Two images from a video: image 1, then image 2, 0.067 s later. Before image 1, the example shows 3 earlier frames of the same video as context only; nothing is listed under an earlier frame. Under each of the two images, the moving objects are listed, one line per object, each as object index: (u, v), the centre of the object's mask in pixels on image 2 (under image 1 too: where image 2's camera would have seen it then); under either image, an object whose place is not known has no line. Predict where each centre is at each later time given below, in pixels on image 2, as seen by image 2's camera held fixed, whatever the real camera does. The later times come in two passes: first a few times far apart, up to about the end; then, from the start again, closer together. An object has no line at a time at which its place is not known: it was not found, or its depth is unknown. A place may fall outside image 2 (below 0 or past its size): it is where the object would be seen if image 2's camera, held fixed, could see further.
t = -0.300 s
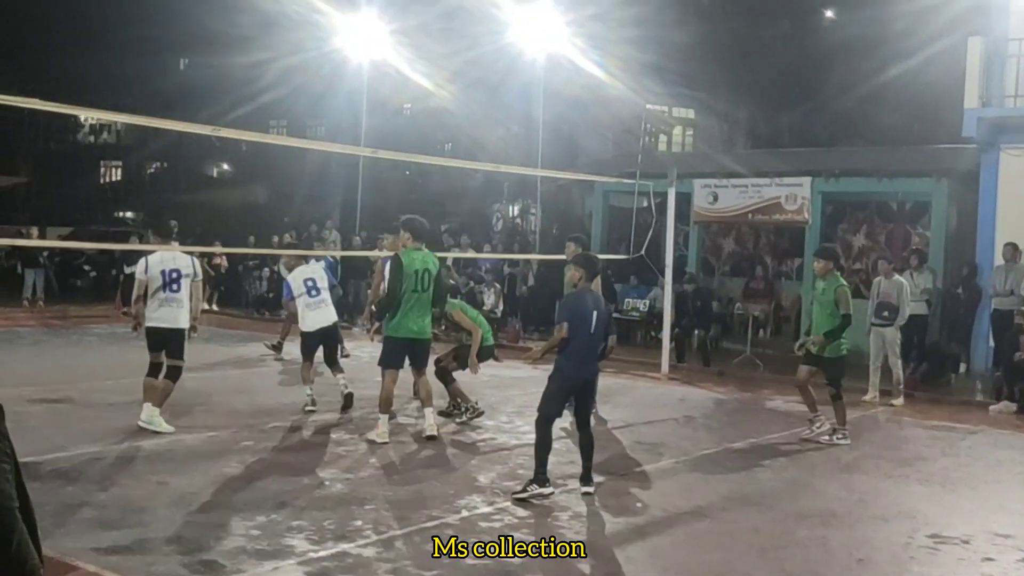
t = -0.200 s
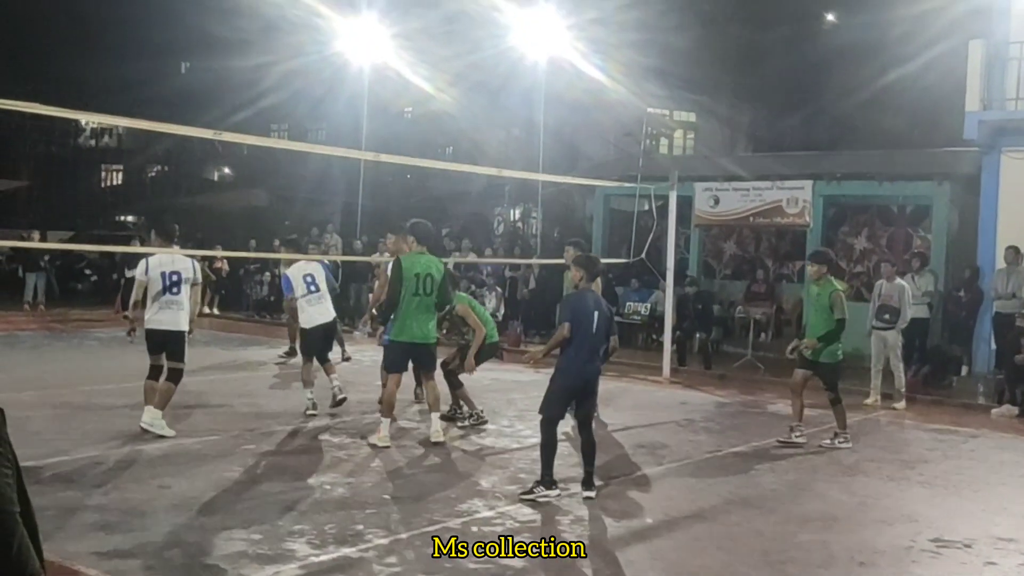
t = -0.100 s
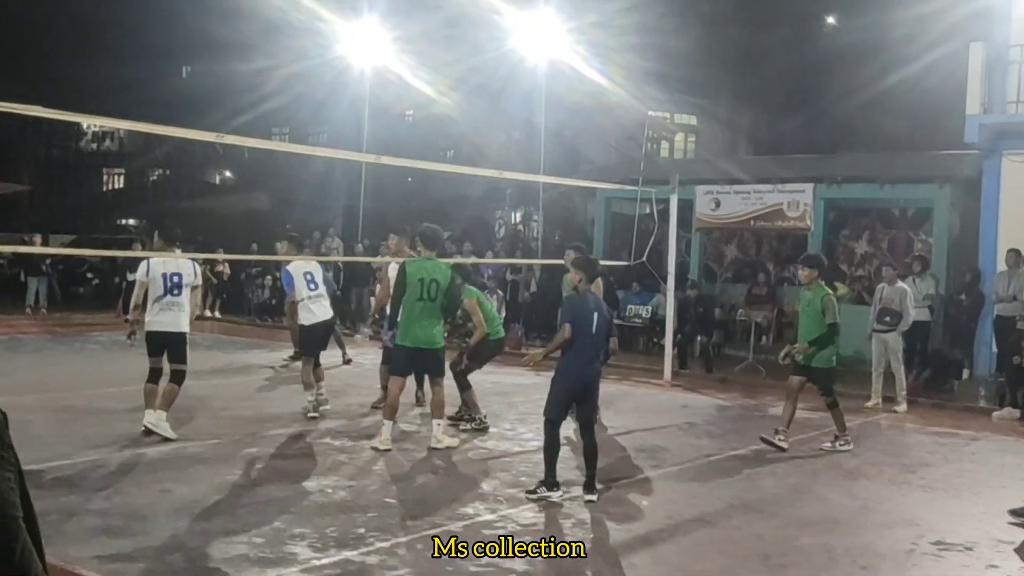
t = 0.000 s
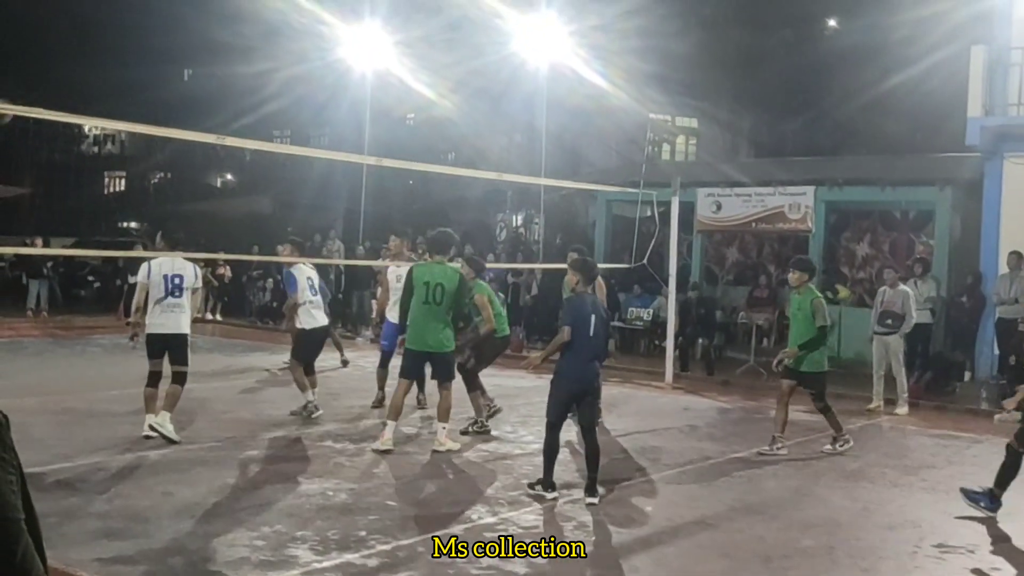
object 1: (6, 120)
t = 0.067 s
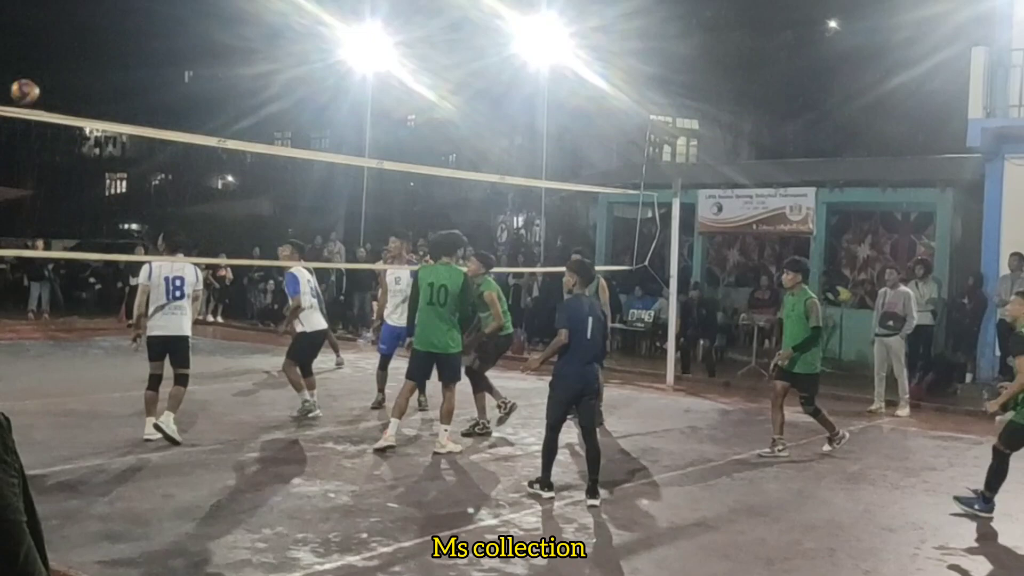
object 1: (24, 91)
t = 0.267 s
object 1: (96, 57)
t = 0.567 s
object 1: (200, 92)
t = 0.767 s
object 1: (269, 174)
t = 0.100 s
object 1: (36, 82)
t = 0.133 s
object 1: (48, 75)
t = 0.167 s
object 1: (60, 68)
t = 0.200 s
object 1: (72, 63)
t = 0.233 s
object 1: (84, 60)
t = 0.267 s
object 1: (96, 57)
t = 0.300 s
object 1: (107, 55)
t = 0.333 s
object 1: (118, 56)
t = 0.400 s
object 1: (141, 59)
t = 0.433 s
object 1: (154, 64)
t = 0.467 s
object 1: (165, 69)
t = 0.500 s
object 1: (176, 74)
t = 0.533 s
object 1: (188, 83)
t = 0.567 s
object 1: (200, 92)
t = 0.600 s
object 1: (211, 102)
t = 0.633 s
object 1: (223, 114)
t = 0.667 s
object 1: (234, 126)
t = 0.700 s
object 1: (245, 136)
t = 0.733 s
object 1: (258, 160)
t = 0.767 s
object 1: (269, 174)
